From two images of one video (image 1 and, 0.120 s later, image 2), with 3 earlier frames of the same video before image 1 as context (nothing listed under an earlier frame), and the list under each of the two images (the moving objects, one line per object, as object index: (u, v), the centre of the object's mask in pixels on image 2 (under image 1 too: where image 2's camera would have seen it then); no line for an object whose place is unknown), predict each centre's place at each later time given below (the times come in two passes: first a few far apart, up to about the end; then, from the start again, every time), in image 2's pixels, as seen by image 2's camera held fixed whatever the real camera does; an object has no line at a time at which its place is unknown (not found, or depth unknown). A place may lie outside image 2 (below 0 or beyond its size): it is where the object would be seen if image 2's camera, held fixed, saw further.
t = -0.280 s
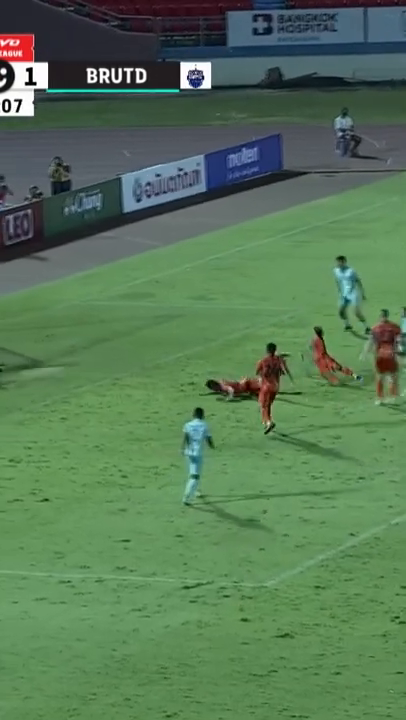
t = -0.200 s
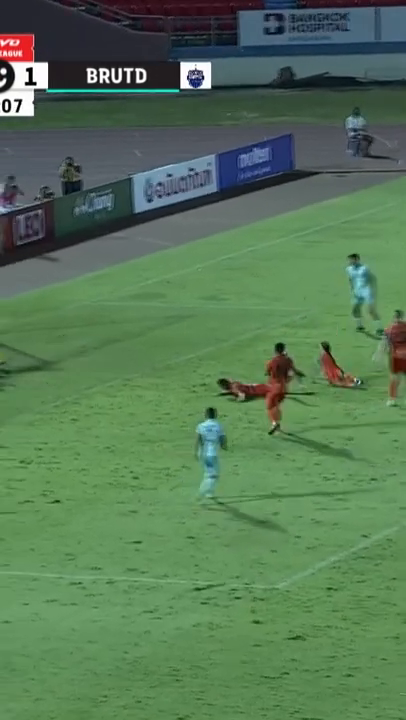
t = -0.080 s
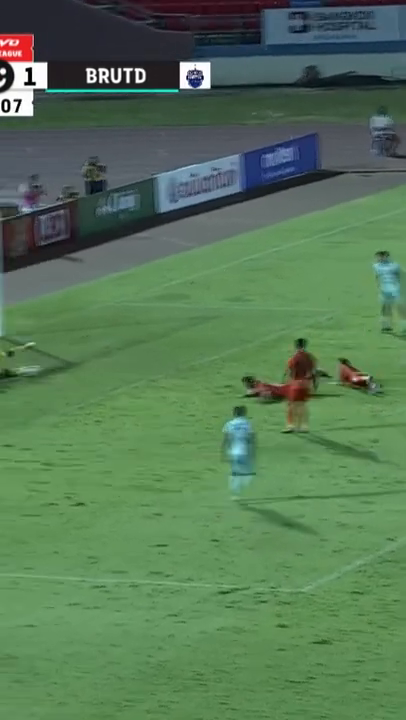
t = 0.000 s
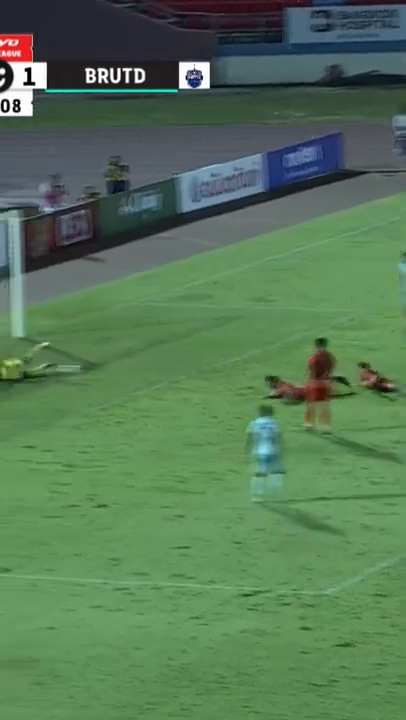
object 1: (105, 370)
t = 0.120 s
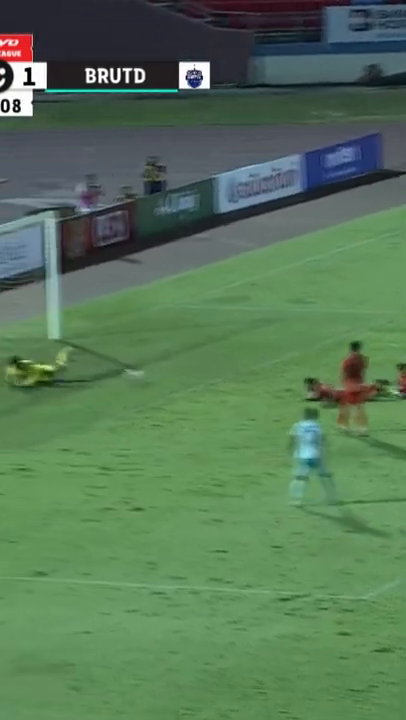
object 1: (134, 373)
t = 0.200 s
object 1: (152, 378)
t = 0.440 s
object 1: (193, 379)
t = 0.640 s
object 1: (216, 380)
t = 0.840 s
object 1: (227, 381)
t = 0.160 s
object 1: (144, 377)
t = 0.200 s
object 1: (152, 378)
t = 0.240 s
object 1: (159, 378)
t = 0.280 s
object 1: (167, 377)
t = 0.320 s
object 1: (173, 378)
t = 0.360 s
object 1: (182, 379)
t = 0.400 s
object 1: (188, 380)
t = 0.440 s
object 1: (193, 379)
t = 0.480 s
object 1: (199, 380)
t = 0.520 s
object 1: (205, 381)
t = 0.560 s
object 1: (209, 380)
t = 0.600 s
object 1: (212, 380)
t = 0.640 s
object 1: (216, 380)
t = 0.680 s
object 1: (219, 381)
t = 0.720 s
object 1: (221, 381)
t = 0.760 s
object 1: (224, 381)
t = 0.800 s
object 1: (226, 381)
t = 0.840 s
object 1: (227, 381)
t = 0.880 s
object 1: (230, 381)
